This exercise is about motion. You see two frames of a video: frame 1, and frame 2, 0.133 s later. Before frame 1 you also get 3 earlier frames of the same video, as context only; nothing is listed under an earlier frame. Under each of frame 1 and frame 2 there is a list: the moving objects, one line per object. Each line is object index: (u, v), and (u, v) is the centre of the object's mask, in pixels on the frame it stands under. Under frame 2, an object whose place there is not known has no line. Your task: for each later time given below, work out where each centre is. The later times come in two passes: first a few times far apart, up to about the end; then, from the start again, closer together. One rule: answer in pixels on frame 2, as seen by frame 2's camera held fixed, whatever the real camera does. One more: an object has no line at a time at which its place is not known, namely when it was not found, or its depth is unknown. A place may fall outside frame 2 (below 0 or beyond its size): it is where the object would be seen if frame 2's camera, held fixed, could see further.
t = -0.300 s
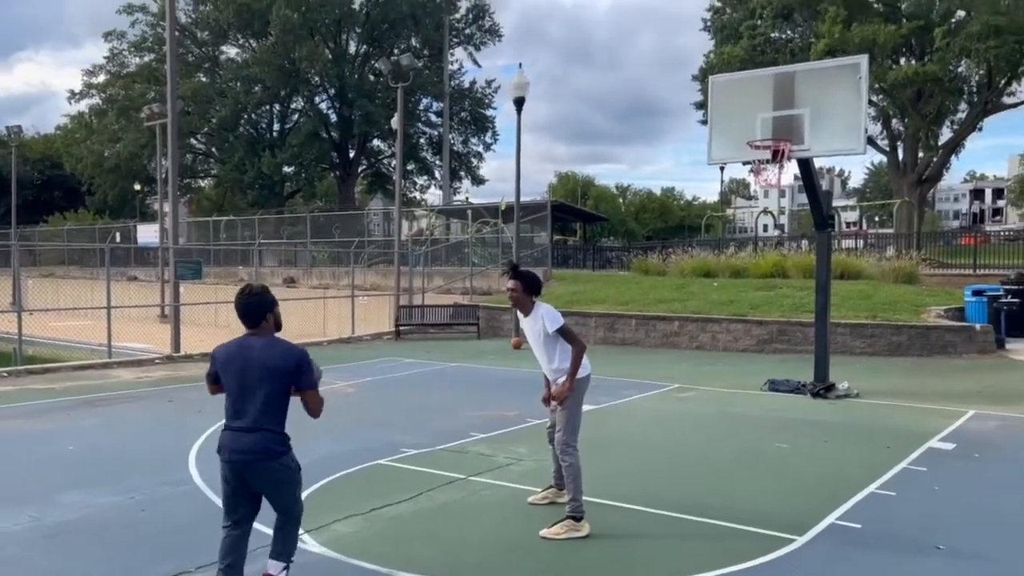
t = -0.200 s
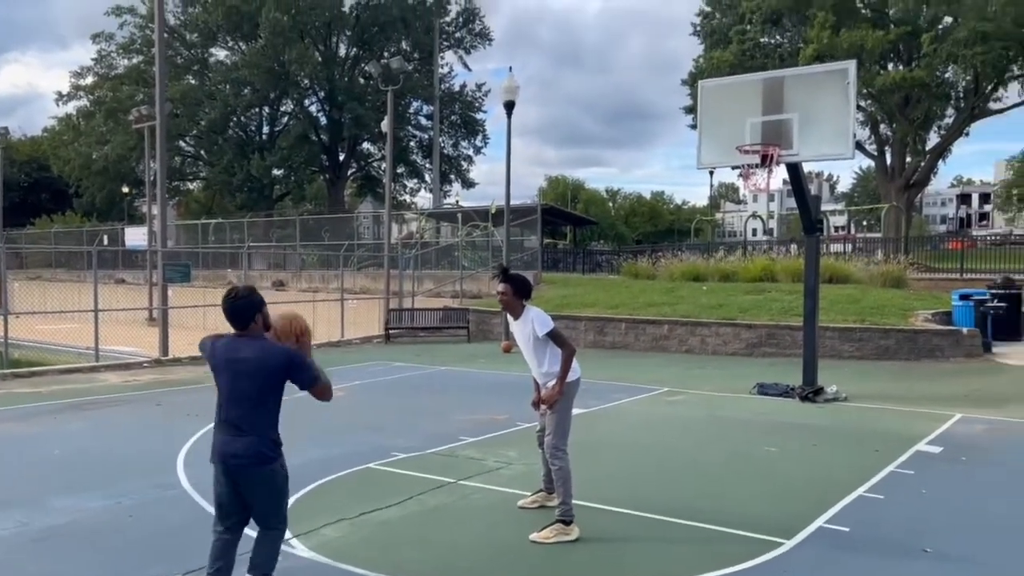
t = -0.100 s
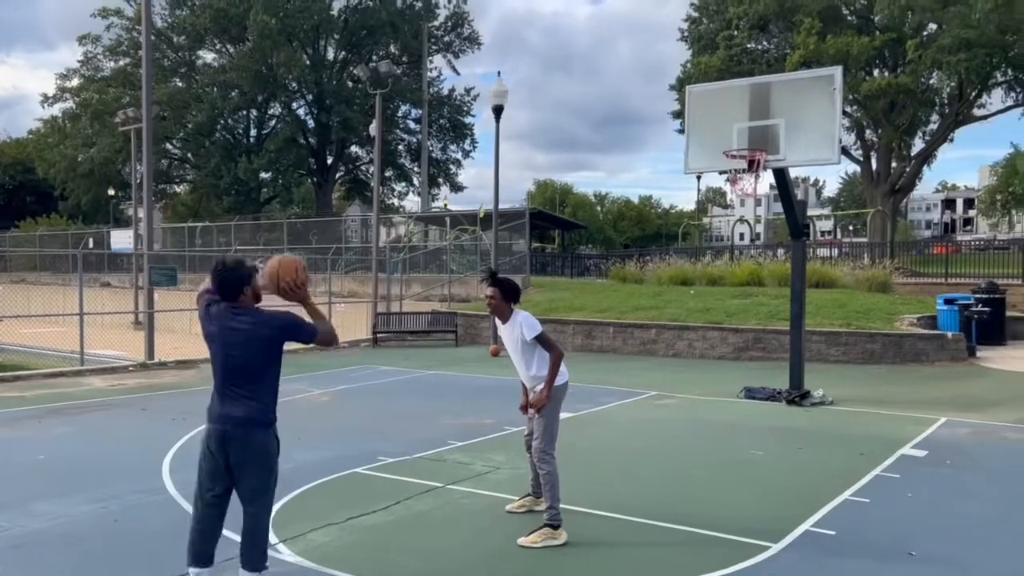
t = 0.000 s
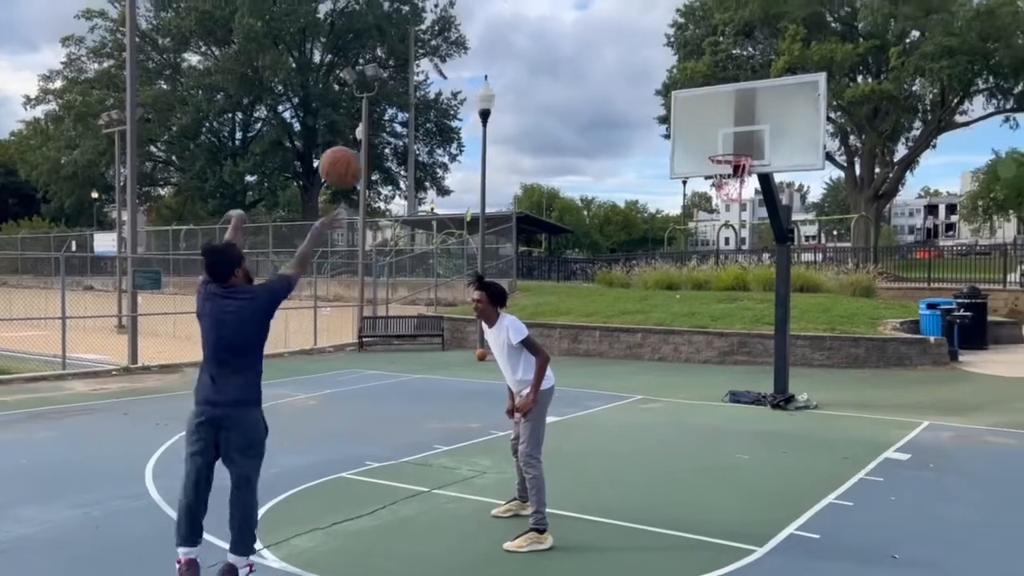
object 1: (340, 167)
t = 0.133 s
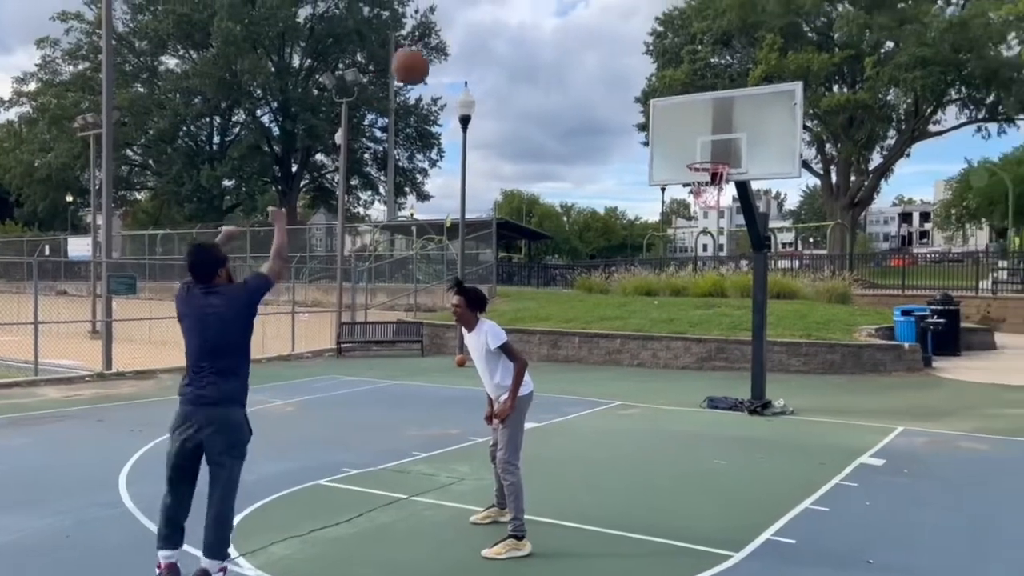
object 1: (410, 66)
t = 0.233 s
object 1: (466, 17)
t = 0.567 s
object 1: (600, -16)
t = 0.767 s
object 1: (654, 19)
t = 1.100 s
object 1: (717, 146)
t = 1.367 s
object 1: (681, 140)
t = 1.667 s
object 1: (621, 162)
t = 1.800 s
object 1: (595, 196)
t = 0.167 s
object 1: (430, 47)
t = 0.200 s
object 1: (449, 31)
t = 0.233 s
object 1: (466, 17)
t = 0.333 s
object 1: (514, -3)
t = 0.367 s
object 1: (529, -7)
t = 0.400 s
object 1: (542, -10)
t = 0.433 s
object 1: (555, -12)
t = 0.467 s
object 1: (567, -14)
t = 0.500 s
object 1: (578, -16)
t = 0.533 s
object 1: (589, -17)
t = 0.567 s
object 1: (600, -16)
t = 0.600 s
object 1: (610, -15)
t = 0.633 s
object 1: (620, -10)
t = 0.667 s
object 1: (629, -4)
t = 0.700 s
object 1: (637, 2)
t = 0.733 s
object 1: (646, 10)
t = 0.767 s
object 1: (654, 19)
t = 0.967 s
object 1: (695, 87)
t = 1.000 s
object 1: (702, 101)
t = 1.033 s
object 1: (707, 116)
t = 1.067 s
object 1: (712, 131)
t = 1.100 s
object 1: (717, 146)
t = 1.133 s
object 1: (721, 157)
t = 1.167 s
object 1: (716, 156)
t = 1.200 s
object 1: (712, 157)
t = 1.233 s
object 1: (711, 156)
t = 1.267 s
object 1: (702, 149)
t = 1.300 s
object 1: (694, 145)
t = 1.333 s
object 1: (688, 142)
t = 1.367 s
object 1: (681, 140)
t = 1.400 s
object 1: (674, 139)
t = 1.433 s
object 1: (667, 138)
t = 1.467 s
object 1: (661, 139)
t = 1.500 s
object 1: (653, 141)
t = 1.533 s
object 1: (647, 143)
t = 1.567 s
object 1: (641, 146)
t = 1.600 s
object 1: (634, 151)
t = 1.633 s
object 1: (627, 156)
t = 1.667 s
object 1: (621, 162)
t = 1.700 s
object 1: (614, 169)
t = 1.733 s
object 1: (607, 177)
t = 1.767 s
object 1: (601, 186)
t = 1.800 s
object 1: (595, 196)
